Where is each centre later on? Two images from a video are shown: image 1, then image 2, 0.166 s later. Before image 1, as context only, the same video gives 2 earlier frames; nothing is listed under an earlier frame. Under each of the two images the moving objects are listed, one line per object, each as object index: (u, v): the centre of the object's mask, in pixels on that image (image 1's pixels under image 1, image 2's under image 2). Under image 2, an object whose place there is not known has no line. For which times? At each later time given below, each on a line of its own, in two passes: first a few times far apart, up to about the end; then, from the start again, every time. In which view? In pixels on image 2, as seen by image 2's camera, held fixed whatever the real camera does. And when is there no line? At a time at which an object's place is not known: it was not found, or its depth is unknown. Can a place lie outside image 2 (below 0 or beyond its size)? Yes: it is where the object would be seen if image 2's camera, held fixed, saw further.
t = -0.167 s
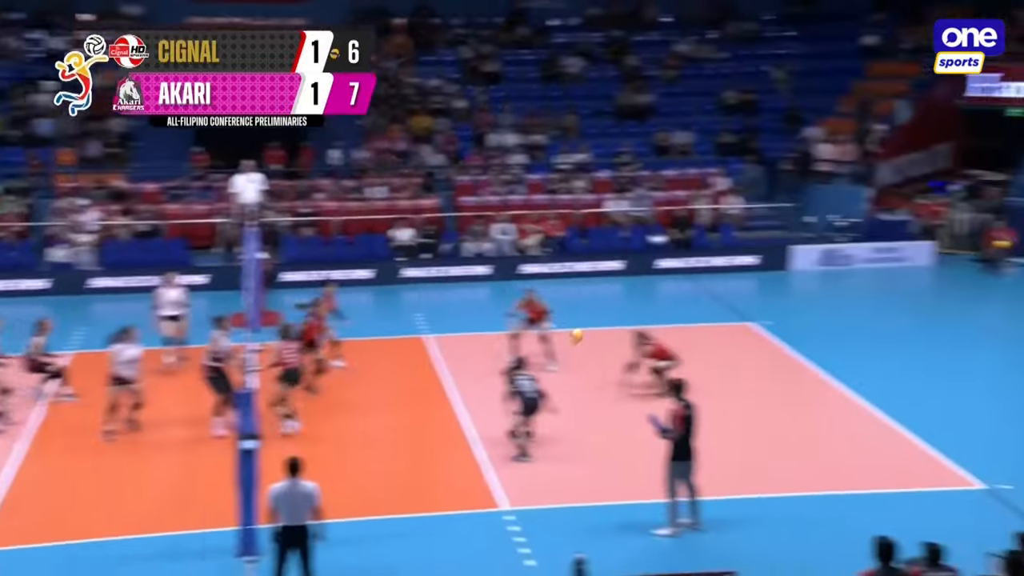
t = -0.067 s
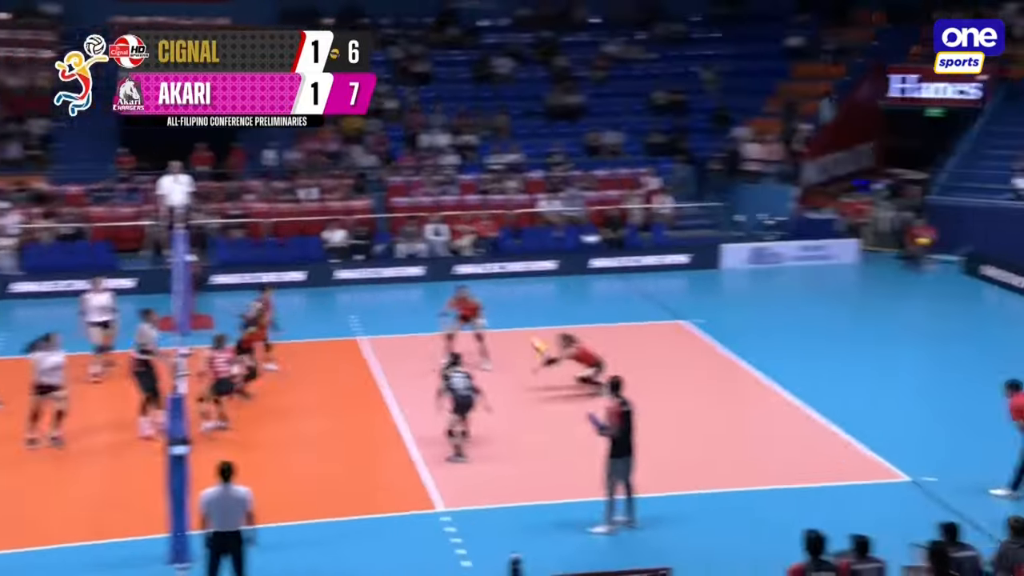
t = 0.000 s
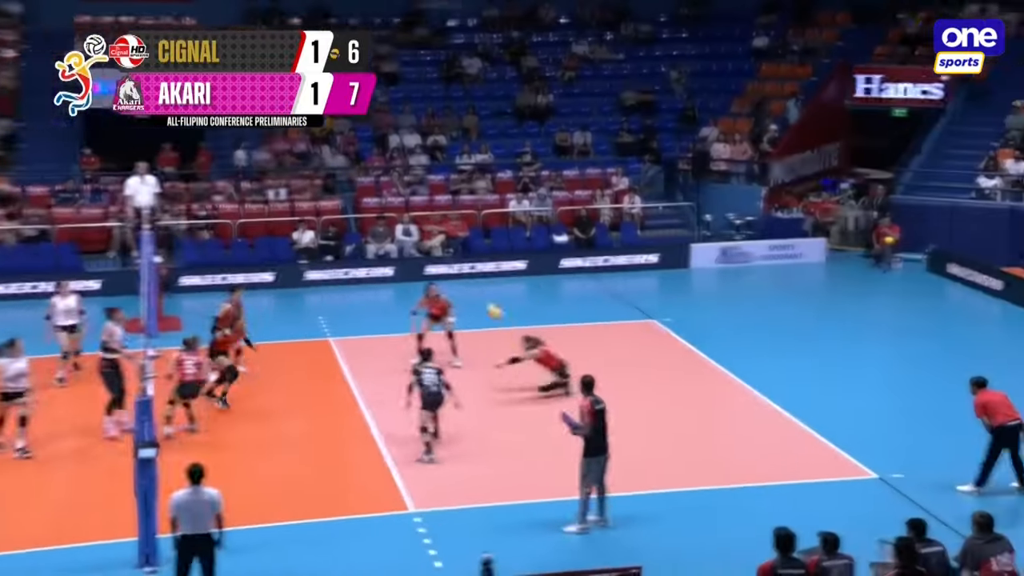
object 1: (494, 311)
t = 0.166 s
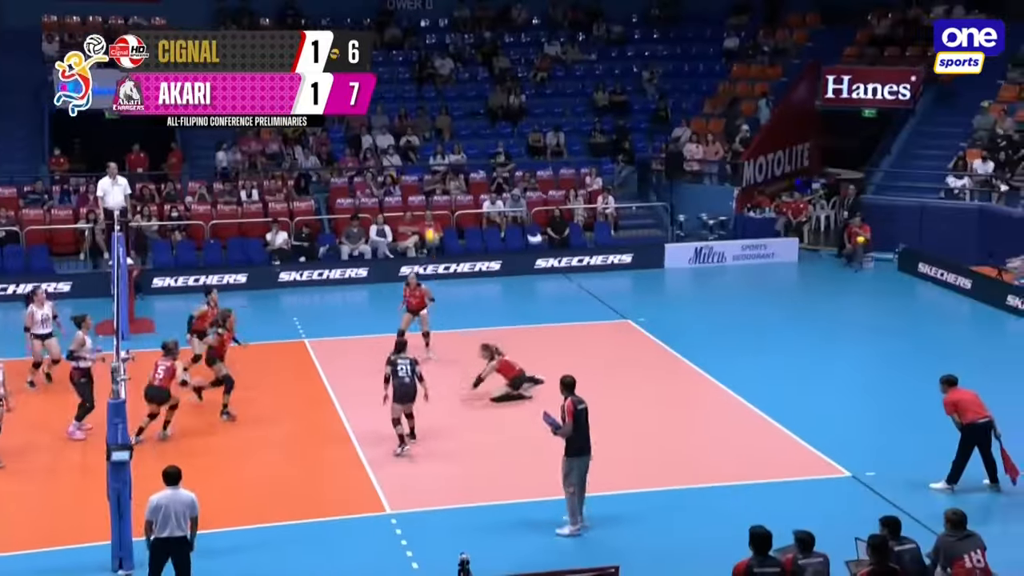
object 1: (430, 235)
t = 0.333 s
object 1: (395, 176)
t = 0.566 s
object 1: (346, 122)
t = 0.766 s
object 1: (306, 103)
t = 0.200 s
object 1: (424, 223)
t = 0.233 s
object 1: (416, 210)
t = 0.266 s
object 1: (409, 198)
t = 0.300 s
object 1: (402, 187)
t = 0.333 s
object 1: (395, 176)
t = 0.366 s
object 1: (388, 168)
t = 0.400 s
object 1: (380, 157)
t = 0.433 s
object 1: (374, 149)
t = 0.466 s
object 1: (366, 141)
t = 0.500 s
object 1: (359, 135)
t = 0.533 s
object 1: (353, 128)
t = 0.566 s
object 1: (346, 122)
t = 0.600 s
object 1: (339, 117)
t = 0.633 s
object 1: (333, 113)
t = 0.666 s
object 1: (326, 110)
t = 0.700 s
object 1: (319, 106)
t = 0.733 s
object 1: (313, 104)
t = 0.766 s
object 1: (306, 103)
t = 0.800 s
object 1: (300, 102)
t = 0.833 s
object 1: (294, 102)
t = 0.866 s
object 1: (287, 102)
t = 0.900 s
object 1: (281, 104)
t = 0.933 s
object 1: (275, 106)
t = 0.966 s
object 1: (269, 108)
